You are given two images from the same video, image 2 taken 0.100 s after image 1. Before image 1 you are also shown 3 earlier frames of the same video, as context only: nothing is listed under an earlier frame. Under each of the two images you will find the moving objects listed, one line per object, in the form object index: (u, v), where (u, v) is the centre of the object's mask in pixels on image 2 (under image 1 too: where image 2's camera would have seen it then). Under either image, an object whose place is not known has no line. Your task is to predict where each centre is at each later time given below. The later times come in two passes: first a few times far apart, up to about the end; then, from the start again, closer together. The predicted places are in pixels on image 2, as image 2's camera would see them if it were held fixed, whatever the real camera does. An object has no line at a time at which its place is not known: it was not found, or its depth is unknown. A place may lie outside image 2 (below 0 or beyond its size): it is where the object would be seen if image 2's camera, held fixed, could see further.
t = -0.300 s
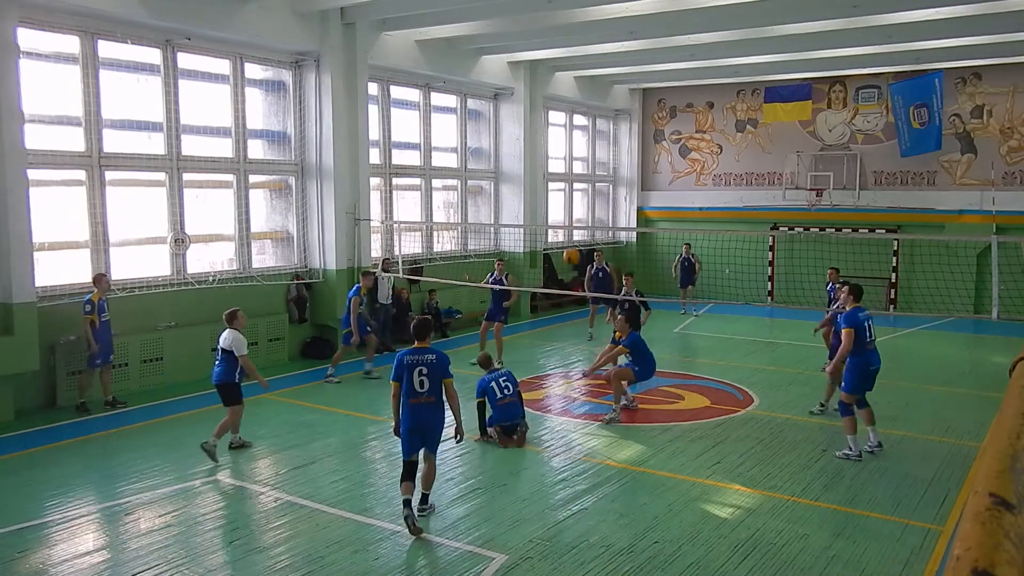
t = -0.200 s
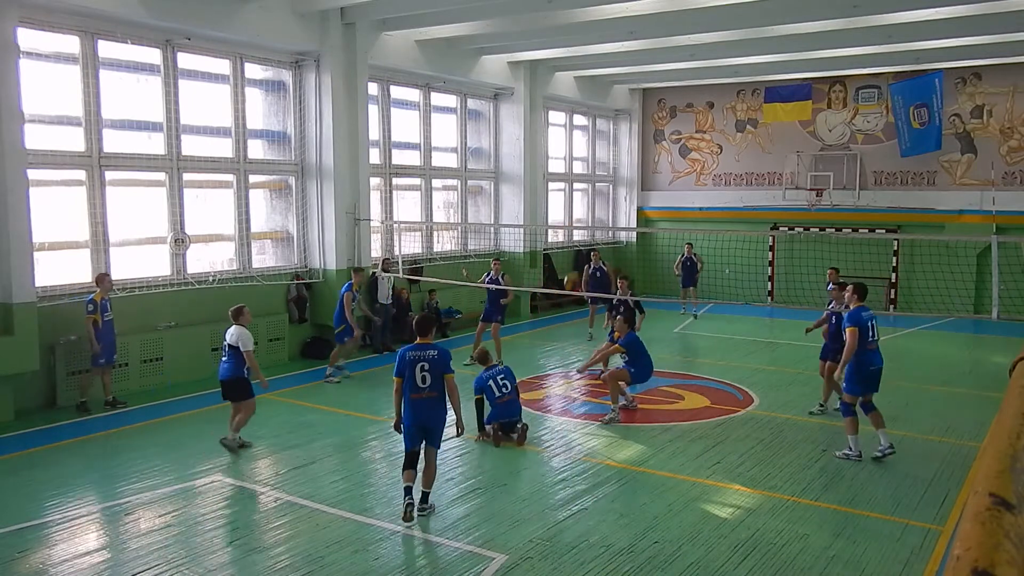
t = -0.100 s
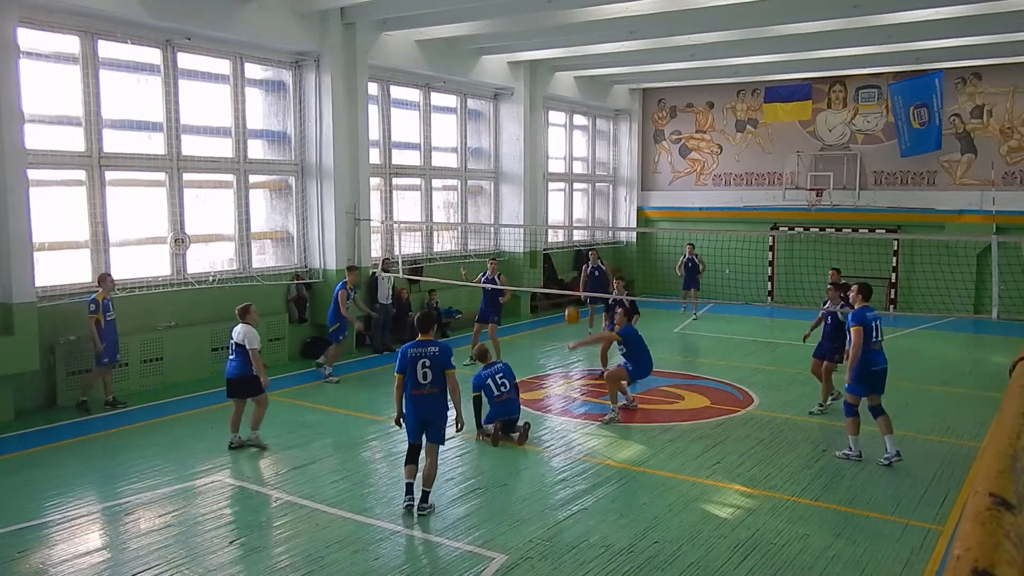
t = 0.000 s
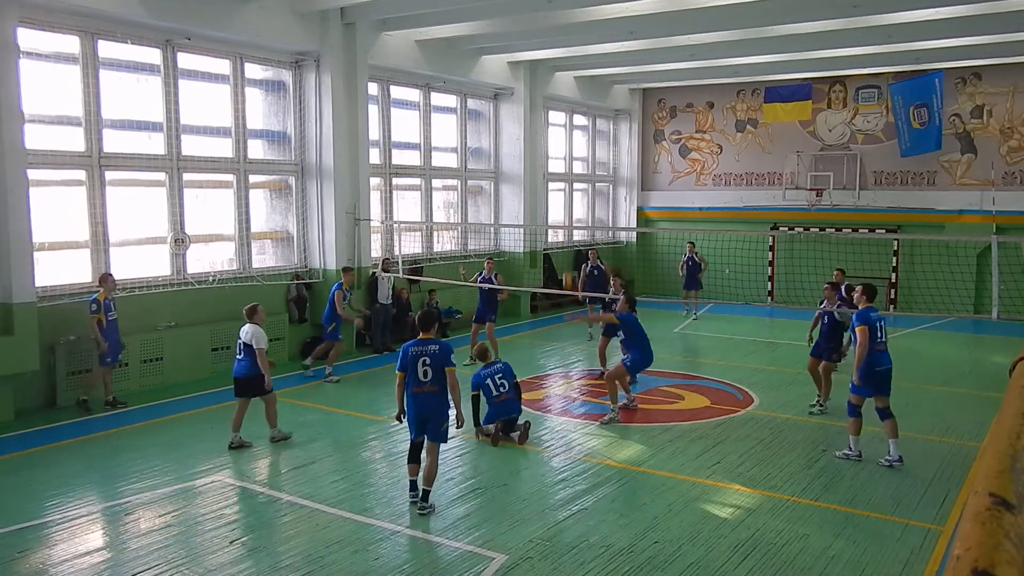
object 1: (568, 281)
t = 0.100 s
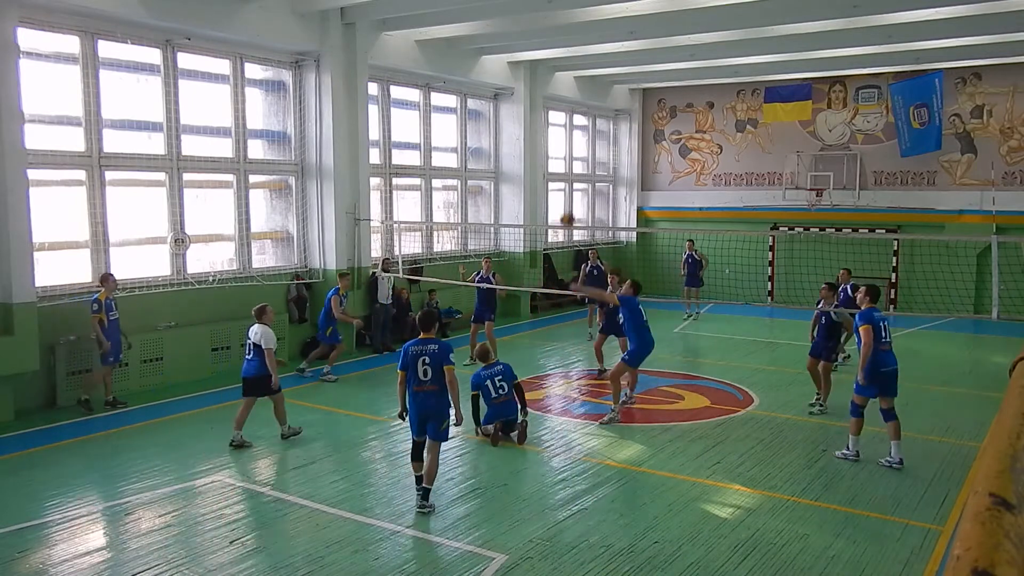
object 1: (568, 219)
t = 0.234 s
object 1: (562, 149)
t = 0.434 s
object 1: (552, 72)
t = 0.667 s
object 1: (541, 21)
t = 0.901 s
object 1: (530, 13)
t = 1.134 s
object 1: (519, 48)
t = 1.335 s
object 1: (511, 109)
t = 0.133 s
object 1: (566, 200)
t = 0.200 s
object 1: (564, 166)
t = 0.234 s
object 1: (562, 149)
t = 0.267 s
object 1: (561, 134)
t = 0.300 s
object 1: (559, 121)
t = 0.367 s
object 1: (556, 93)
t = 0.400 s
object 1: (554, 83)
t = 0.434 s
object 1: (552, 72)
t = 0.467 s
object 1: (551, 61)
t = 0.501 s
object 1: (549, 52)
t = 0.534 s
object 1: (547, 44)
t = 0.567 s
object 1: (546, 37)
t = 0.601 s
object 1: (544, 31)
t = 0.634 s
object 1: (543, 25)
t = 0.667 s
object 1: (541, 21)
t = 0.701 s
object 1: (539, 17)
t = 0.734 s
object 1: (538, 14)
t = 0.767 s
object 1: (536, 12)
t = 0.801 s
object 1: (534, 11)
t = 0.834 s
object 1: (533, 11)
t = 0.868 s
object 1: (531, 11)
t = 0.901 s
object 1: (530, 13)
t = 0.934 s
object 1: (528, 16)
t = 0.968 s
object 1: (527, 19)
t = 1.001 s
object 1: (525, 23)
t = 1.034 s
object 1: (523, 28)
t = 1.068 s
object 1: (522, 34)
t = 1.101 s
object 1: (520, 41)
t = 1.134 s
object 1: (519, 48)
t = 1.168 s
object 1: (517, 56)
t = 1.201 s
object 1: (516, 65)
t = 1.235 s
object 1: (515, 75)
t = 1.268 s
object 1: (513, 85)
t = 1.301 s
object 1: (512, 97)
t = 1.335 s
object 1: (511, 109)
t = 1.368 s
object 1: (509, 122)
